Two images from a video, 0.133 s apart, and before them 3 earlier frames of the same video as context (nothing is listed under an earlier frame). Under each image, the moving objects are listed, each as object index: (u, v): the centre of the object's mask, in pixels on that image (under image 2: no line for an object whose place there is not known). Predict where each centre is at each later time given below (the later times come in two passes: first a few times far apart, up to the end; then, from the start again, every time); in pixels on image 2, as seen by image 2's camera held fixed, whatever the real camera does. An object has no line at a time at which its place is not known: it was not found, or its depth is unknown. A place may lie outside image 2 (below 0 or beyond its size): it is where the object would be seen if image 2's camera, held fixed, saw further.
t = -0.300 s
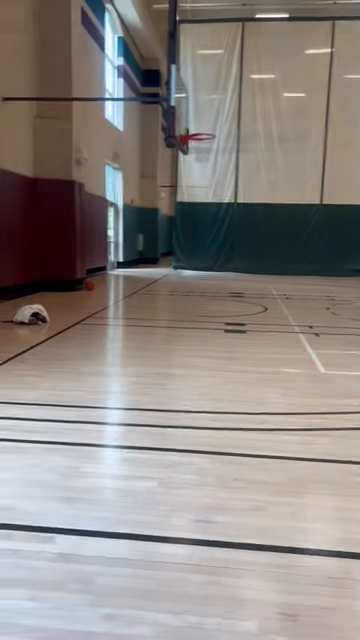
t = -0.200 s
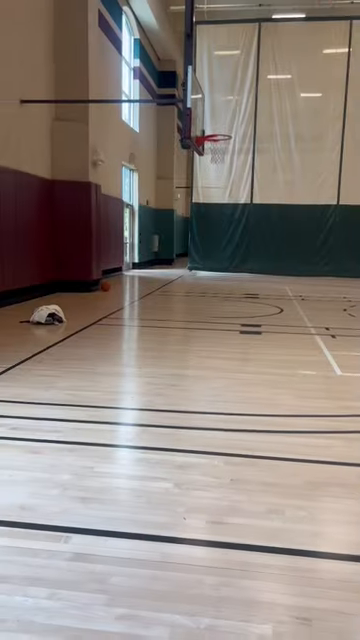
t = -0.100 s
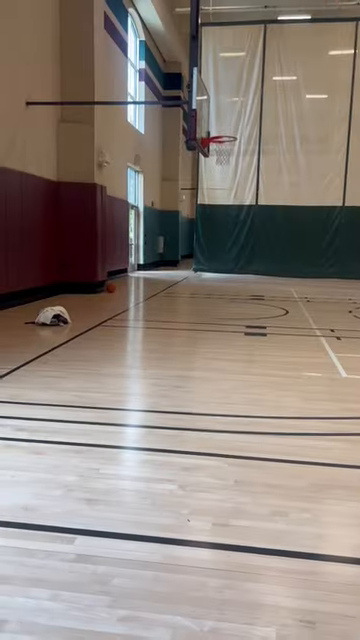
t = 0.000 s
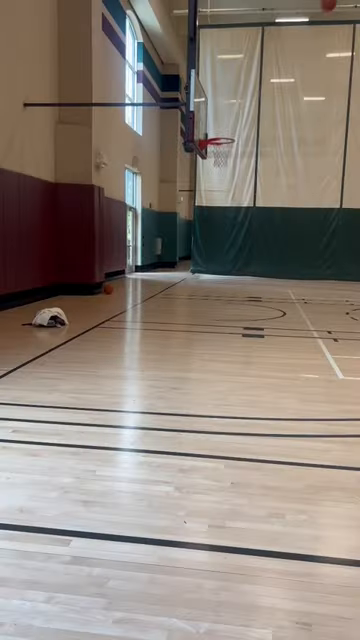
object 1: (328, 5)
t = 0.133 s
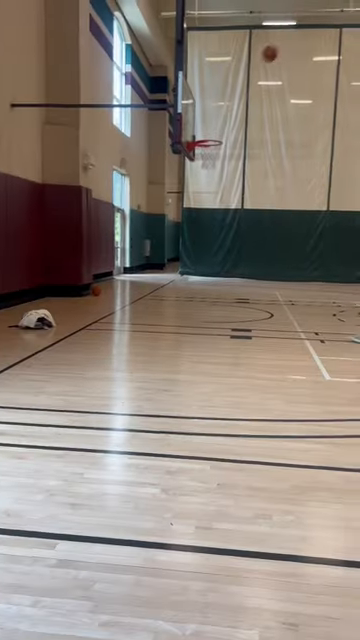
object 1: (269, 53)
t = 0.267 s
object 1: (230, 104)
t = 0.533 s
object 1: (207, 197)
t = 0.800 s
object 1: (214, 312)
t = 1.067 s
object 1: (244, 242)
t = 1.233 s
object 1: (265, 214)
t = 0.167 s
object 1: (259, 66)
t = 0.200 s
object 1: (249, 79)
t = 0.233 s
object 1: (239, 91)
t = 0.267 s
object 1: (230, 104)
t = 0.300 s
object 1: (221, 118)
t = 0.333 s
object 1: (212, 131)
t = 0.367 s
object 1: (204, 145)
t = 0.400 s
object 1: (203, 155)
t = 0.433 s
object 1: (204, 165)
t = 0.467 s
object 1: (205, 175)
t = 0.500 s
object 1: (206, 186)
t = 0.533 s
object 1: (207, 197)
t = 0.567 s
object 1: (208, 209)
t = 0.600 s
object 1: (209, 222)
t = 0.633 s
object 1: (210, 237)
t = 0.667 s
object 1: (211, 249)
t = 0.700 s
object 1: (212, 264)
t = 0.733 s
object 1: (212, 279)
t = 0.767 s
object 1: (213, 295)
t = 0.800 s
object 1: (214, 312)
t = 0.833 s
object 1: (218, 304)
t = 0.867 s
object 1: (222, 294)
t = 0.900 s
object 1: (225, 283)
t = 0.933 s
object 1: (229, 274)
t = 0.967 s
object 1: (233, 266)
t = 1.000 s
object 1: (237, 257)
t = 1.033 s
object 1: (241, 249)
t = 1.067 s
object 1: (244, 242)
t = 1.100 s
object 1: (249, 235)
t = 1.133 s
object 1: (253, 229)
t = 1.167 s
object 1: (258, 223)
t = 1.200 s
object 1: (262, 217)
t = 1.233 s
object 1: (265, 214)
